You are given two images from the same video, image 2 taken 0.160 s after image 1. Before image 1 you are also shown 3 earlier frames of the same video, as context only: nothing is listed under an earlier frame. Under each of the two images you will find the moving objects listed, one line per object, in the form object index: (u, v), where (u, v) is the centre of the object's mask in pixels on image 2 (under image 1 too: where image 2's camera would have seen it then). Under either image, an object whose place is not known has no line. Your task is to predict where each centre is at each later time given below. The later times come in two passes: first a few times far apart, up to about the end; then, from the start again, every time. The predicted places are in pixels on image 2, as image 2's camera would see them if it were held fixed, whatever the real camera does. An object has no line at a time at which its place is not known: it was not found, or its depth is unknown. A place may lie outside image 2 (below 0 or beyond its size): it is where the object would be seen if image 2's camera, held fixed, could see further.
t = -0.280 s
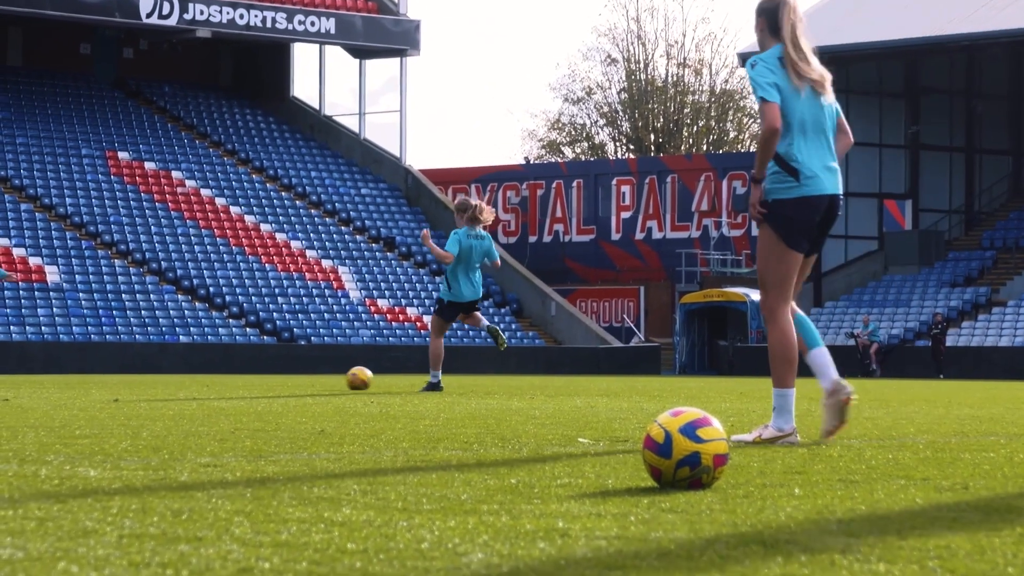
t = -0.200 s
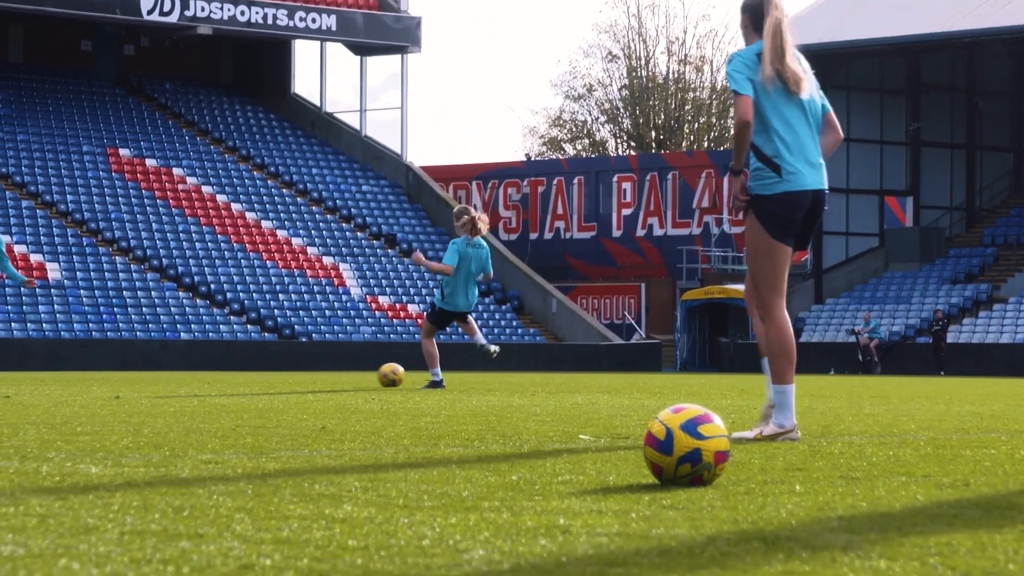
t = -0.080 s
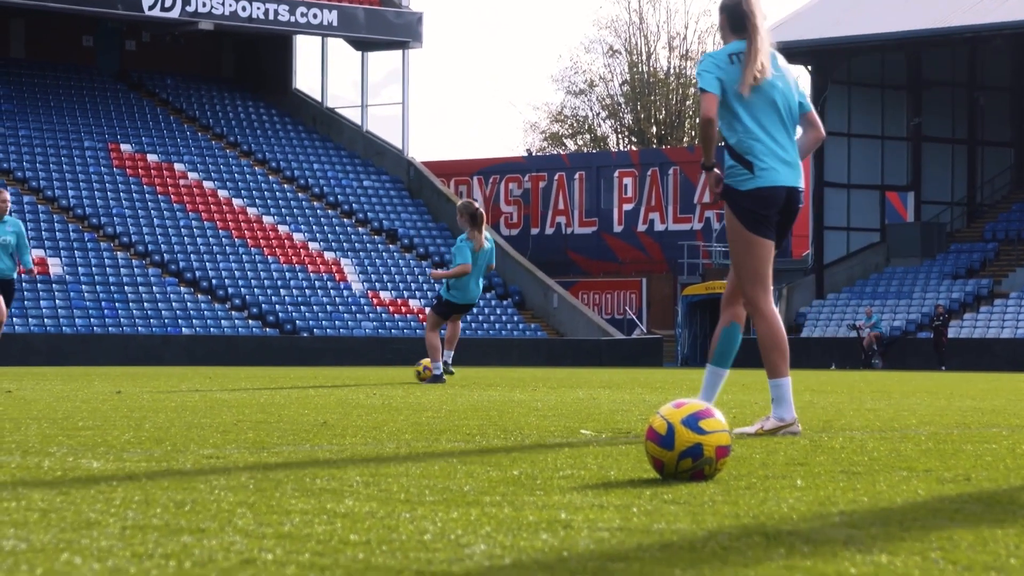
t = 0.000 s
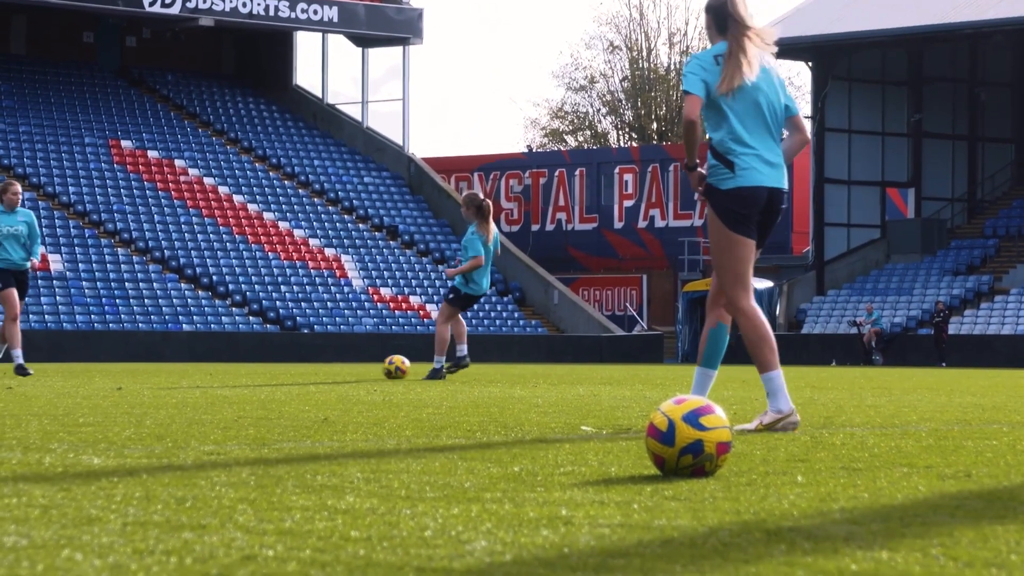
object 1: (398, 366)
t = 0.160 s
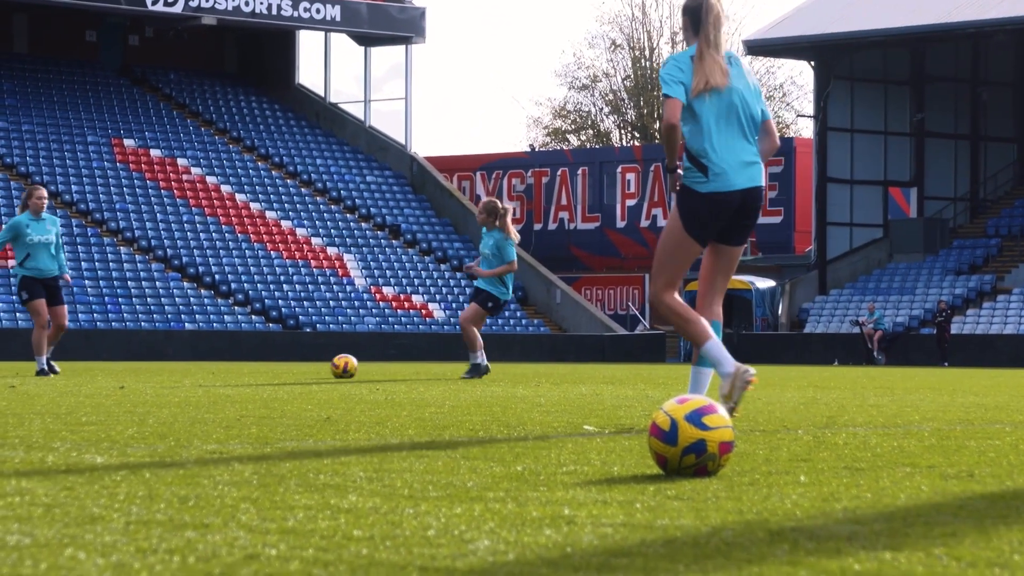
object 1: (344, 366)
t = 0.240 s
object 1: (323, 366)
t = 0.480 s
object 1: (273, 367)
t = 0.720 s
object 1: (232, 367)
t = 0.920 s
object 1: (200, 368)
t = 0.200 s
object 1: (333, 367)
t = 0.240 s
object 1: (323, 366)
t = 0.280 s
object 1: (313, 366)
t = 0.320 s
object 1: (304, 366)
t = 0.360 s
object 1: (295, 367)
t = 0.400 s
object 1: (288, 367)
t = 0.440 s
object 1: (281, 367)
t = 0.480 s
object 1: (273, 367)
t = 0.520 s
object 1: (266, 367)
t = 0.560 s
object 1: (259, 367)
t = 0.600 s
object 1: (252, 367)
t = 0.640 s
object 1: (245, 367)
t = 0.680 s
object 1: (239, 367)
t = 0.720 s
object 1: (232, 367)
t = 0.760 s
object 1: (225, 368)
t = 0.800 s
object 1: (219, 367)
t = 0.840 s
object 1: (212, 367)
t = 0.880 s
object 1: (206, 367)
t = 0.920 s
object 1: (200, 368)
